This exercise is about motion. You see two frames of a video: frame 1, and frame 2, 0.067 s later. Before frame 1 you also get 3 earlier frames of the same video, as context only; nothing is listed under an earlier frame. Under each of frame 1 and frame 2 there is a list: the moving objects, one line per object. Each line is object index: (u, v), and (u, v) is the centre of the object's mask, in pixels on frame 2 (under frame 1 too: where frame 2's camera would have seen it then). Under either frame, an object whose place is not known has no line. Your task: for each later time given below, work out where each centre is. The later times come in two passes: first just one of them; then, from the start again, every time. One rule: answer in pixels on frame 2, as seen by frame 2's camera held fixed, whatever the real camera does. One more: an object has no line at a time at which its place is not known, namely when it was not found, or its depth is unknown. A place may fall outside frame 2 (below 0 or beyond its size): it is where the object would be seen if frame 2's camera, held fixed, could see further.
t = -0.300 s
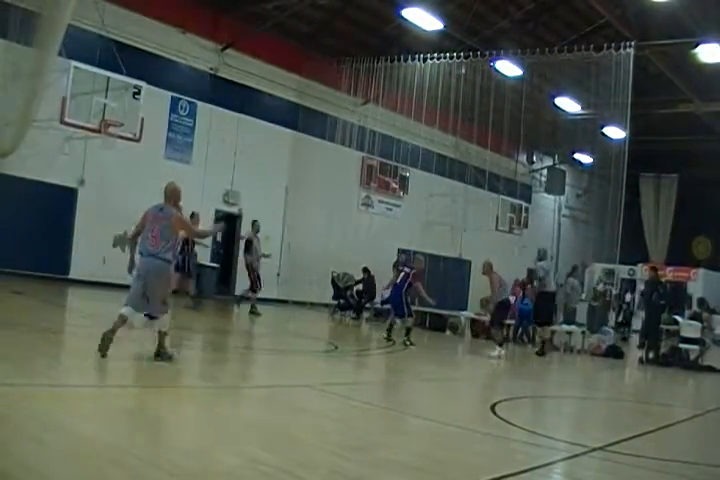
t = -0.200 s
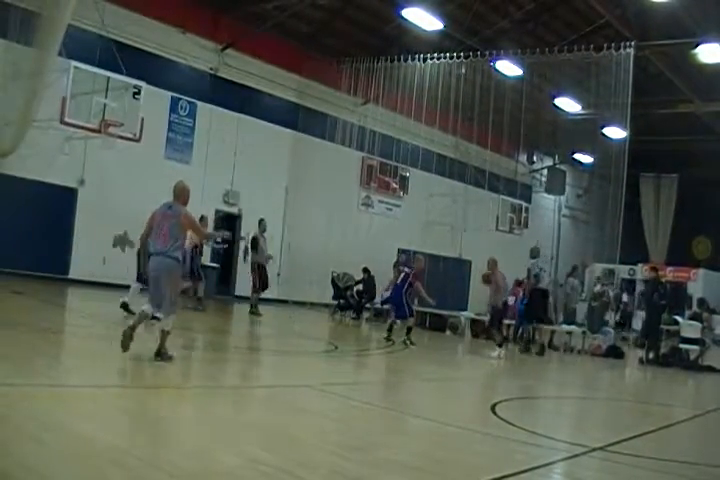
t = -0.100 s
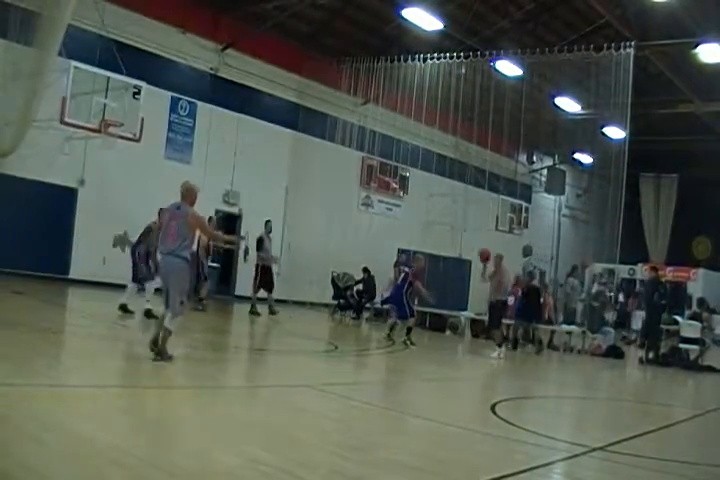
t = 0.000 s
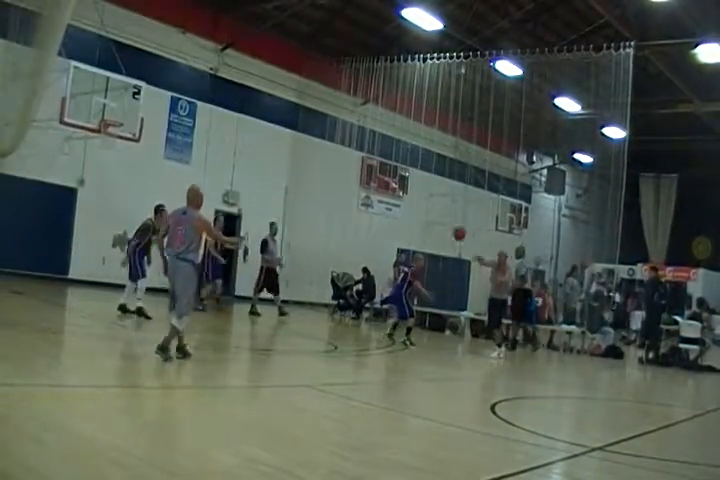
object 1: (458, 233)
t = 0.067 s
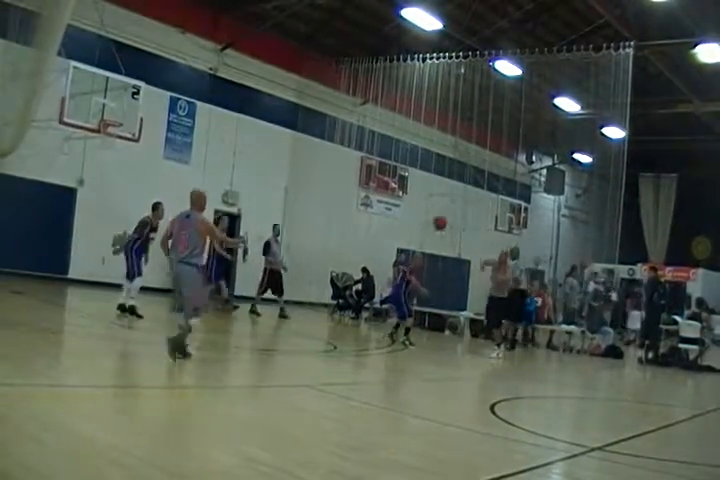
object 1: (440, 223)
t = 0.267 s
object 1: (369, 204)
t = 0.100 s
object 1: (429, 218)
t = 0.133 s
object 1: (418, 214)
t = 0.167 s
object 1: (407, 211)
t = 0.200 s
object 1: (394, 208)
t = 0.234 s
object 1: (382, 207)
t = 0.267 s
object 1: (369, 204)
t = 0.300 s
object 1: (355, 204)
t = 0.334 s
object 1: (340, 204)
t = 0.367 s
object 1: (325, 205)
